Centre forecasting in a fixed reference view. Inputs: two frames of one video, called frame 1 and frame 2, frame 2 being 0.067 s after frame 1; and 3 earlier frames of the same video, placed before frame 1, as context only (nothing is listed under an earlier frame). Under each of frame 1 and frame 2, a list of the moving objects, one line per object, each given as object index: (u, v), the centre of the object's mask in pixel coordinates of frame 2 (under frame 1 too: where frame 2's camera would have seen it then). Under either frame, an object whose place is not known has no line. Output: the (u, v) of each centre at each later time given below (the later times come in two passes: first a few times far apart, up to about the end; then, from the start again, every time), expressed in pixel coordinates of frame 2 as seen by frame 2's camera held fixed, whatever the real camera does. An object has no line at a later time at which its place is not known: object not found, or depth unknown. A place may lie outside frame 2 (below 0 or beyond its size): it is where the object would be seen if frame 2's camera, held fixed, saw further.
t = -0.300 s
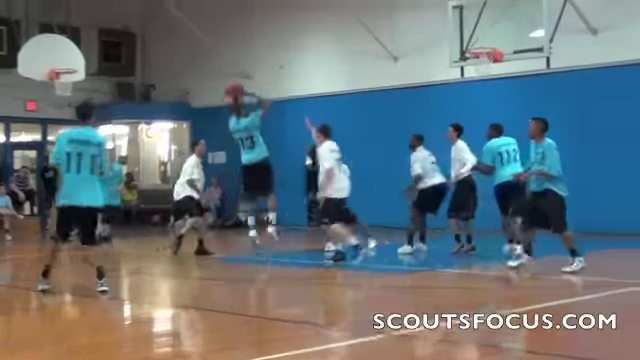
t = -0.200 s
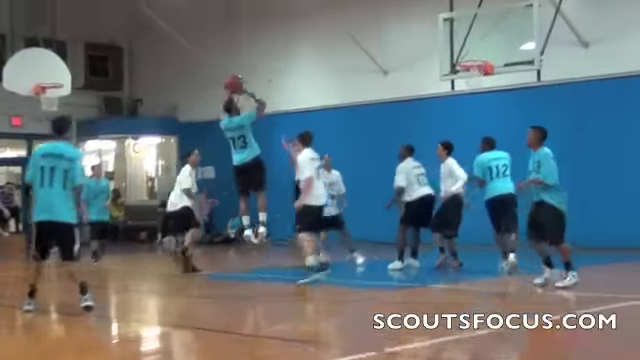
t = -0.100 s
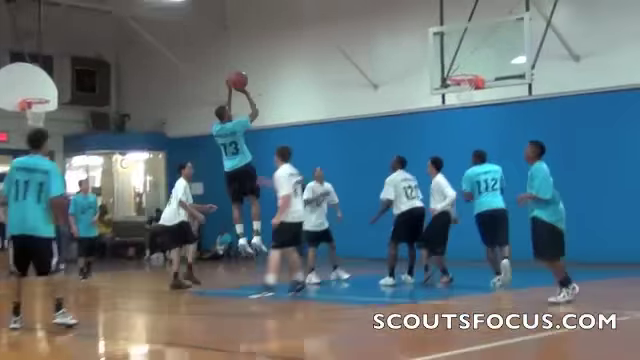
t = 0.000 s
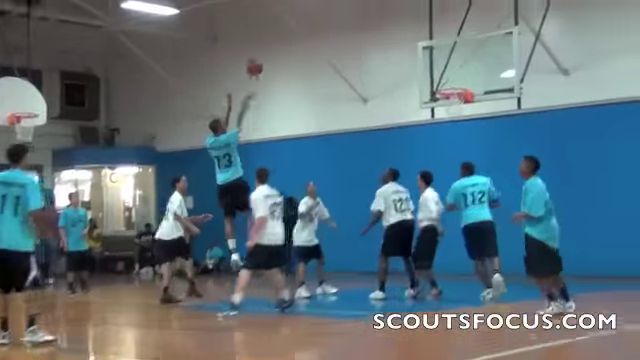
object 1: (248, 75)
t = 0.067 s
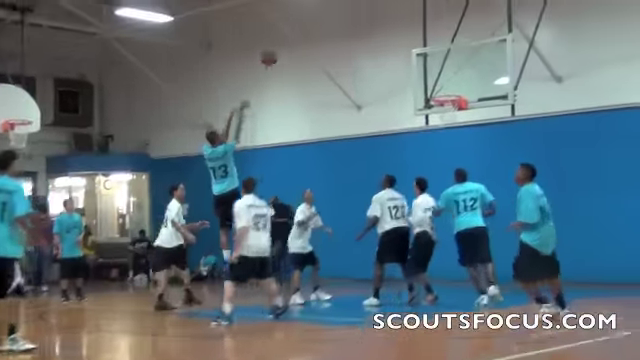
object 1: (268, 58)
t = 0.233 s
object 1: (314, 31)
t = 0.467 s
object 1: (374, 26)
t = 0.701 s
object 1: (430, 58)
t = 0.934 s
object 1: (460, 82)
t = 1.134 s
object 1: (457, 78)
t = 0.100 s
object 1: (277, 52)
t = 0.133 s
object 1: (286, 45)
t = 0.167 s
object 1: (297, 39)
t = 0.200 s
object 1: (305, 34)
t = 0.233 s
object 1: (314, 31)
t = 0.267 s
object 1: (324, 27)
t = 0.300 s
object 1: (332, 25)
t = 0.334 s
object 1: (340, 24)
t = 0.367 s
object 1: (349, 24)
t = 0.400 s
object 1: (358, 25)
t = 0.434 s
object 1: (366, 25)
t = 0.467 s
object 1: (374, 26)
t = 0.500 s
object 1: (382, 29)
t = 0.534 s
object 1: (390, 32)
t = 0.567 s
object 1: (398, 36)
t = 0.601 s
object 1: (406, 41)
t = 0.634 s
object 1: (414, 48)
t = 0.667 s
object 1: (422, 53)
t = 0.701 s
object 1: (430, 58)
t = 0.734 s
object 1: (437, 66)
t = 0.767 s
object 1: (446, 73)
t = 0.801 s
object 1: (453, 81)
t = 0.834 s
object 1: (460, 90)
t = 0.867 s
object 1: (462, 88)
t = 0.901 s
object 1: (461, 85)
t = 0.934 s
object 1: (460, 82)
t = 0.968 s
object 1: (460, 79)
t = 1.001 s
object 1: (459, 78)
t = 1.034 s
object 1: (459, 77)
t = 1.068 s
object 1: (458, 77)
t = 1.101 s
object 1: (458, 77)
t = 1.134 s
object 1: (457, 78)
